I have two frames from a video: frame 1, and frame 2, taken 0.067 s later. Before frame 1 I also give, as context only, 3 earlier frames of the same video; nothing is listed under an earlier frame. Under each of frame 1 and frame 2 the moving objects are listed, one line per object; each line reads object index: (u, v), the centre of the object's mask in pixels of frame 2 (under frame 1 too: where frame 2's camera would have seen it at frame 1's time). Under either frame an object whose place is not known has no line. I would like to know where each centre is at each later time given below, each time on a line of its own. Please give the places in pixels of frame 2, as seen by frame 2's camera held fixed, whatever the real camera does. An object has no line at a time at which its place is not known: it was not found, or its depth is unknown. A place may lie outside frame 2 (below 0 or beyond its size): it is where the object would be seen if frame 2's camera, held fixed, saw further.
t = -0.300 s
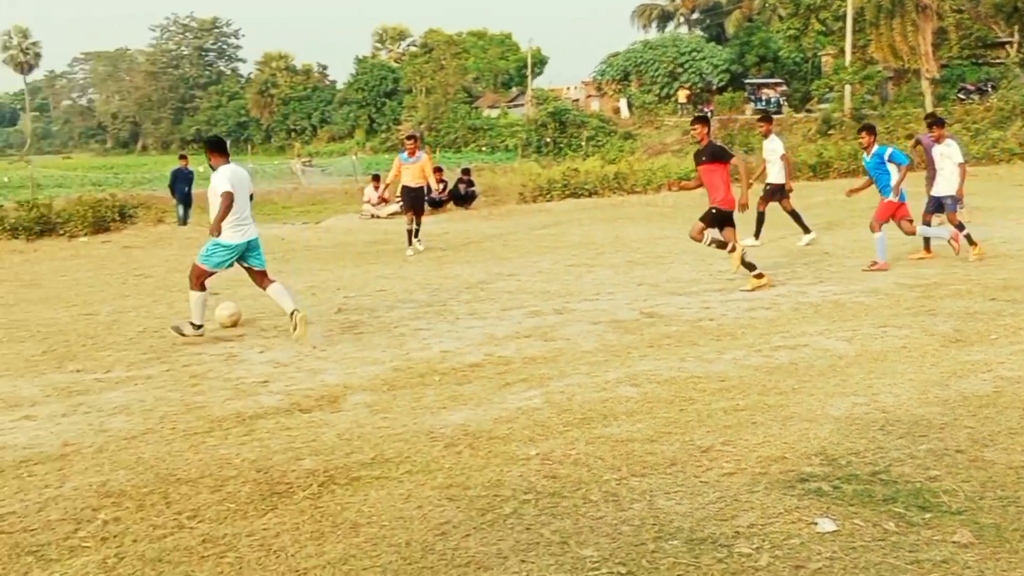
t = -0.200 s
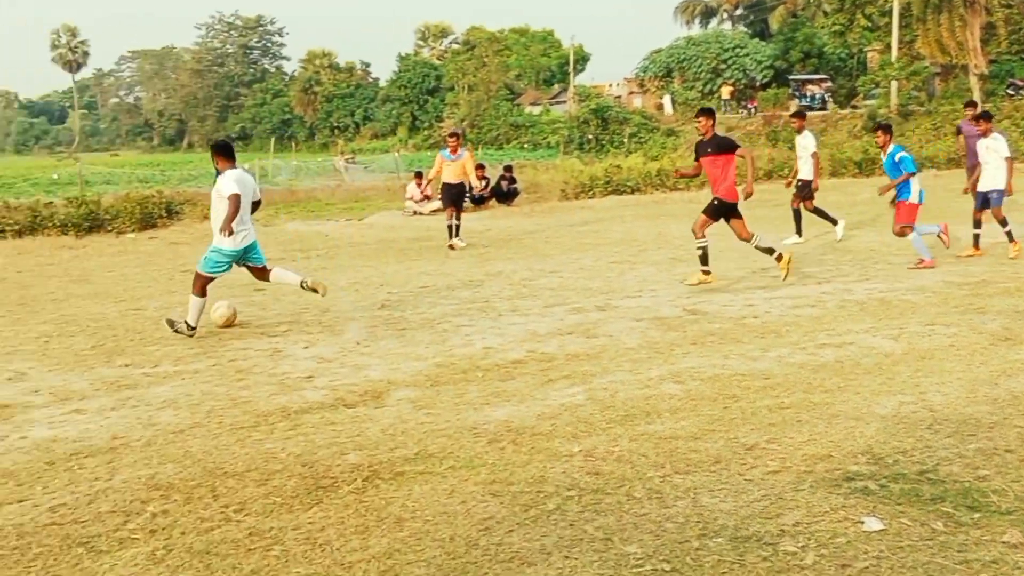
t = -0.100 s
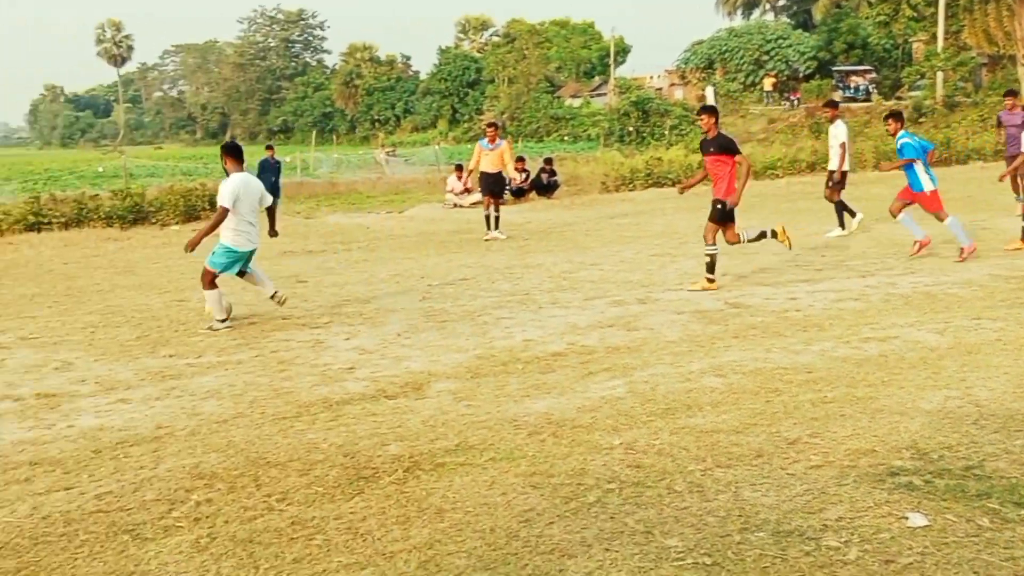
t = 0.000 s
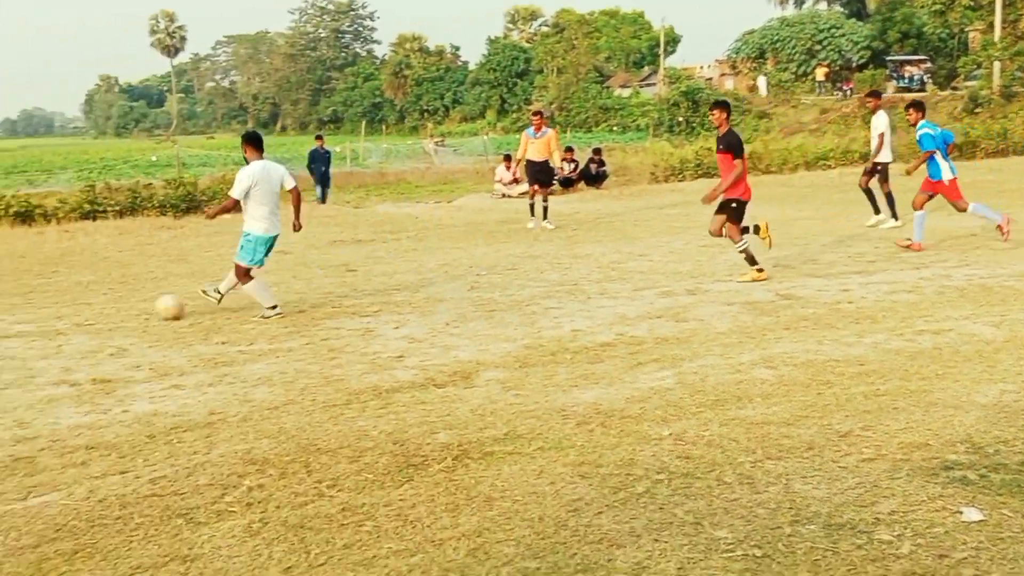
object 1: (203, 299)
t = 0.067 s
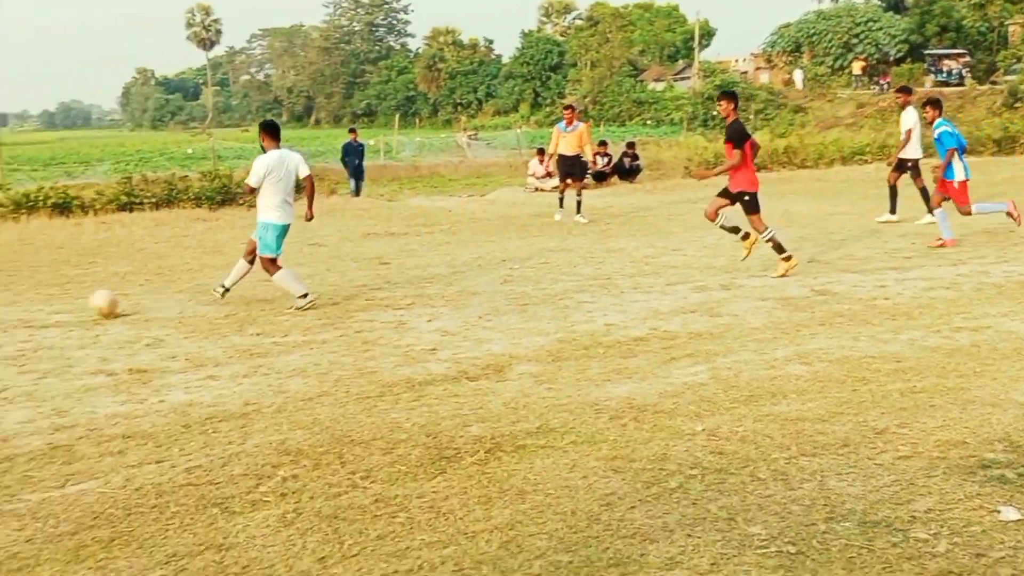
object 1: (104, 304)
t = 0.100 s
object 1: (51, 307)
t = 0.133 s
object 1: (-2, 313)
